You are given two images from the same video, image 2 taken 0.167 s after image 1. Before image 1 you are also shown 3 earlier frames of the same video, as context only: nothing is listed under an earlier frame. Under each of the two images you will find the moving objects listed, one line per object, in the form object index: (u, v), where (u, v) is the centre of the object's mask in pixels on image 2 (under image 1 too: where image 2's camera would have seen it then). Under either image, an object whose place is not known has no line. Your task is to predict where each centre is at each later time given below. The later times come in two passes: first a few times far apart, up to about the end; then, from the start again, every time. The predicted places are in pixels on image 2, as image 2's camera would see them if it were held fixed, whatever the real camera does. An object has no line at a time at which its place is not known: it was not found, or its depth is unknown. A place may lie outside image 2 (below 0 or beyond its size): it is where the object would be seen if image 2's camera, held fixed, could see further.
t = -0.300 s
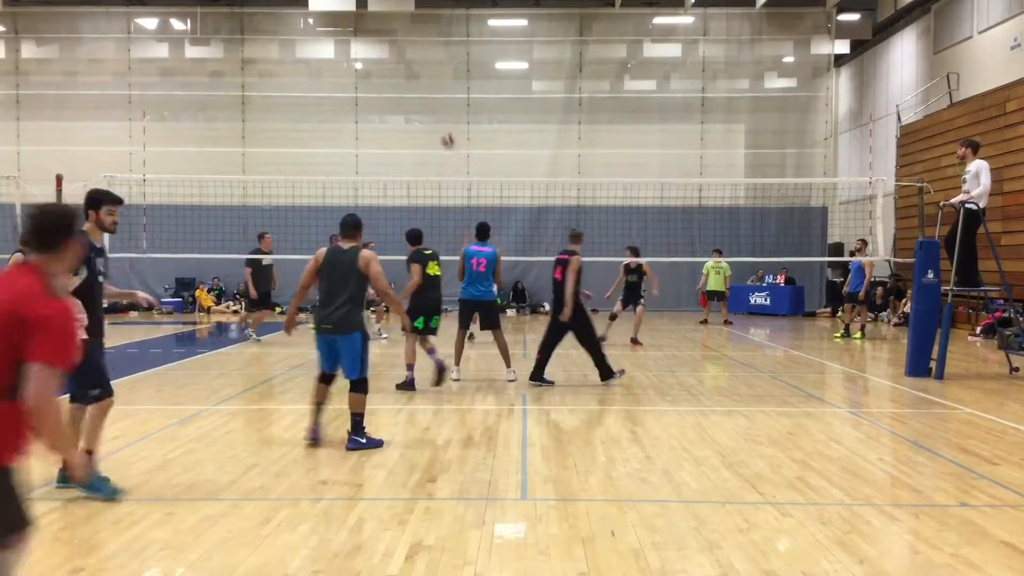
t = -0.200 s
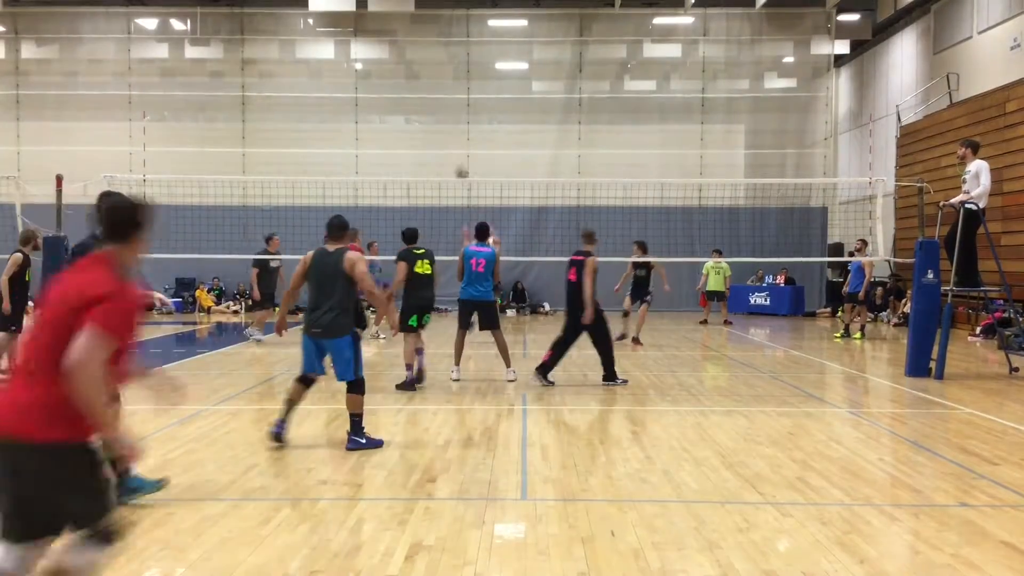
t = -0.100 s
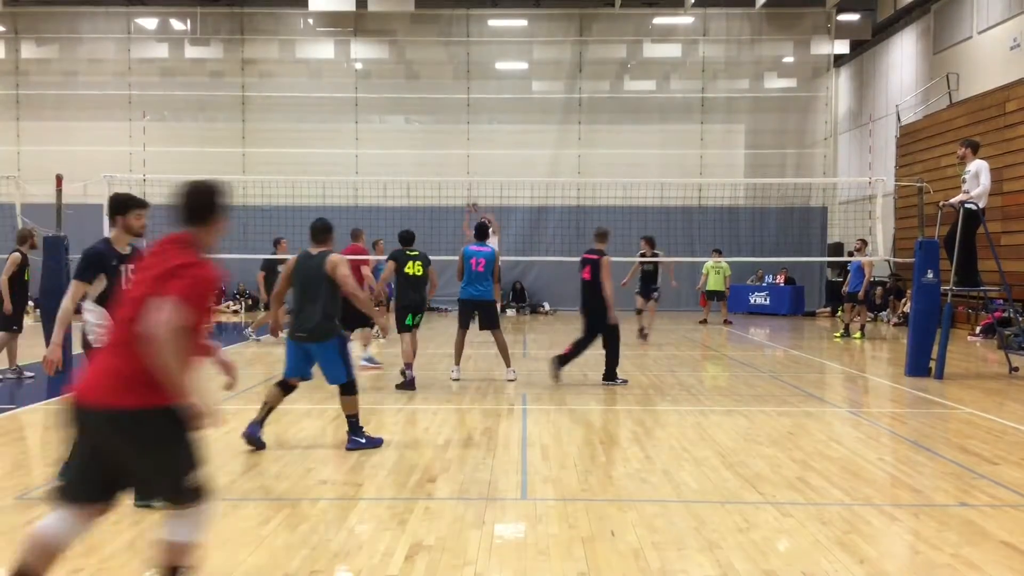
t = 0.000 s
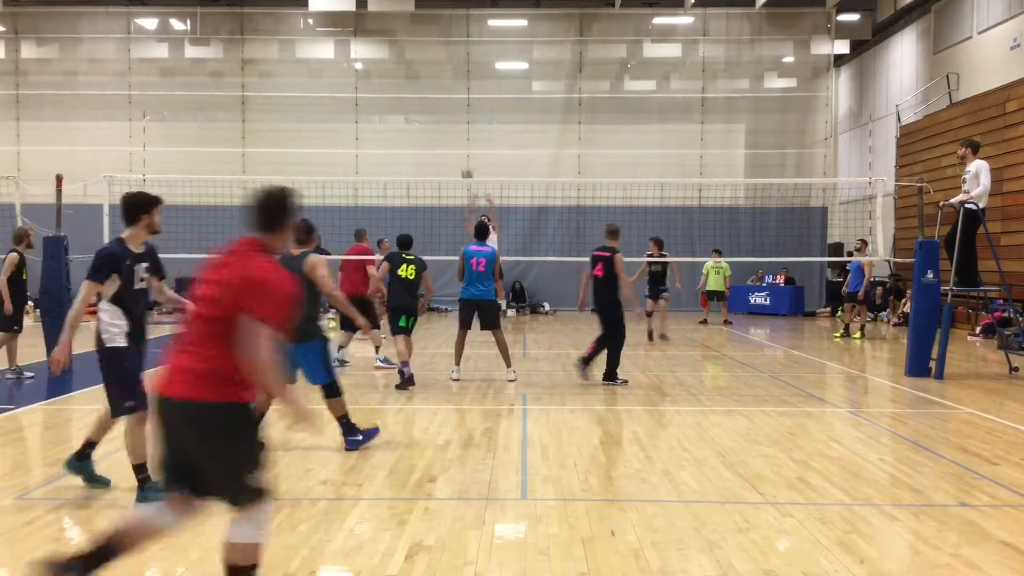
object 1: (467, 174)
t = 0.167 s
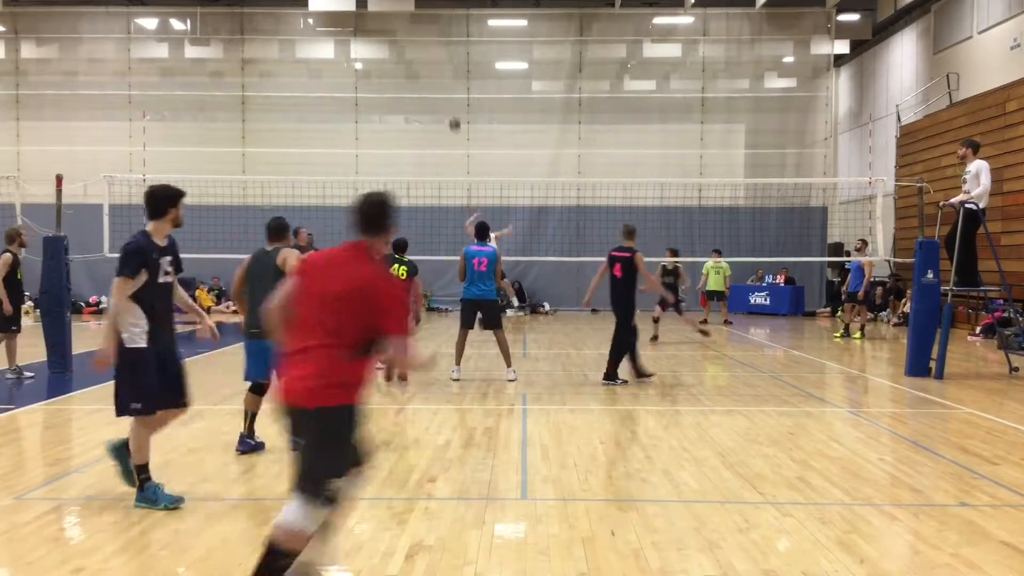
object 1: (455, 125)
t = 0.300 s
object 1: (445, 94)
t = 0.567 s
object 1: (423, 63)
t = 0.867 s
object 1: (398, 86)
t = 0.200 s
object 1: (452, 116)
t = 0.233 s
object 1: (450, 108)
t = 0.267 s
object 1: (447, 100)
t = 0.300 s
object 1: (445, 94)
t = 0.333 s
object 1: (442, 87)
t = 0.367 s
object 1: (439, 81)
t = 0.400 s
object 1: (436, 77)
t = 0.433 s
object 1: (434, 73)
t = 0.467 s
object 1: (431, 69)
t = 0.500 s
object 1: (429, 67)
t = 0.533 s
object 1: (426, 65)
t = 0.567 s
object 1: (423, 63)
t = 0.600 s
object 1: (420, 62)
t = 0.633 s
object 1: (418, 62)
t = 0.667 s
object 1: (415, 63)
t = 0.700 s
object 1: (412, 64)
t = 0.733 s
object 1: (409, 67)
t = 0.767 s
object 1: (407, 68)
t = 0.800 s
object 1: (403, 74)
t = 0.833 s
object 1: (401, 79)
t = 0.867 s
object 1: (398, 86)
